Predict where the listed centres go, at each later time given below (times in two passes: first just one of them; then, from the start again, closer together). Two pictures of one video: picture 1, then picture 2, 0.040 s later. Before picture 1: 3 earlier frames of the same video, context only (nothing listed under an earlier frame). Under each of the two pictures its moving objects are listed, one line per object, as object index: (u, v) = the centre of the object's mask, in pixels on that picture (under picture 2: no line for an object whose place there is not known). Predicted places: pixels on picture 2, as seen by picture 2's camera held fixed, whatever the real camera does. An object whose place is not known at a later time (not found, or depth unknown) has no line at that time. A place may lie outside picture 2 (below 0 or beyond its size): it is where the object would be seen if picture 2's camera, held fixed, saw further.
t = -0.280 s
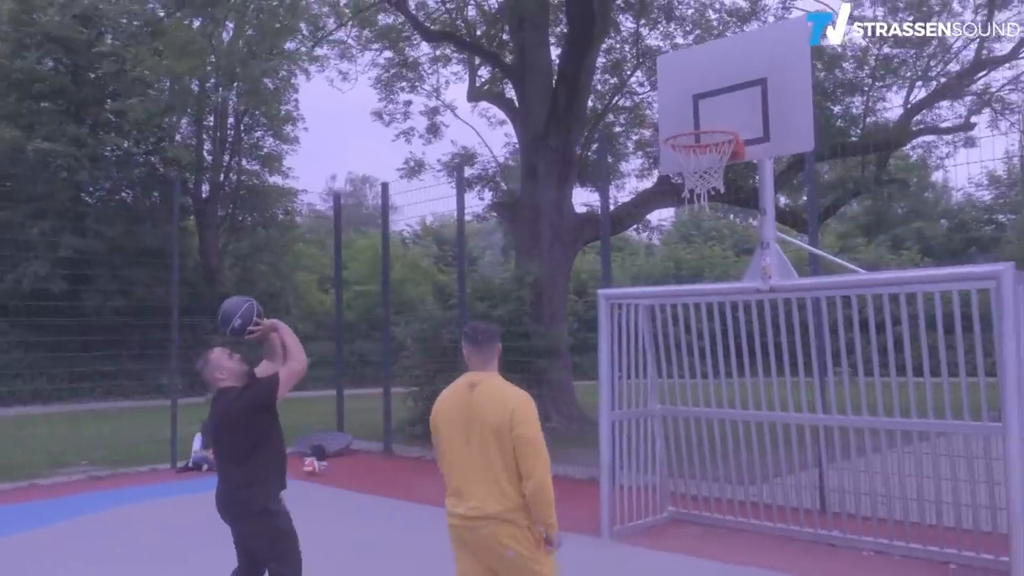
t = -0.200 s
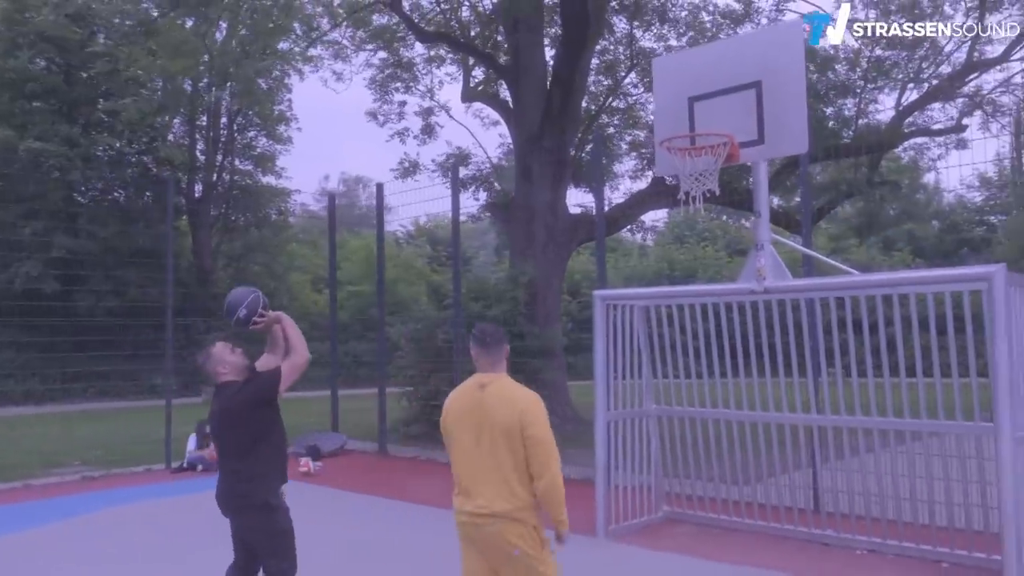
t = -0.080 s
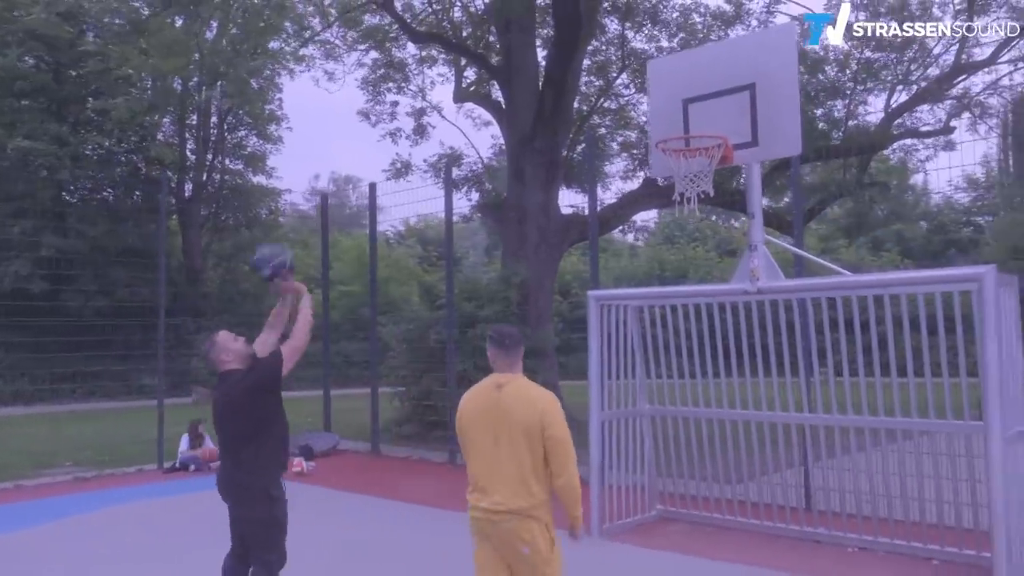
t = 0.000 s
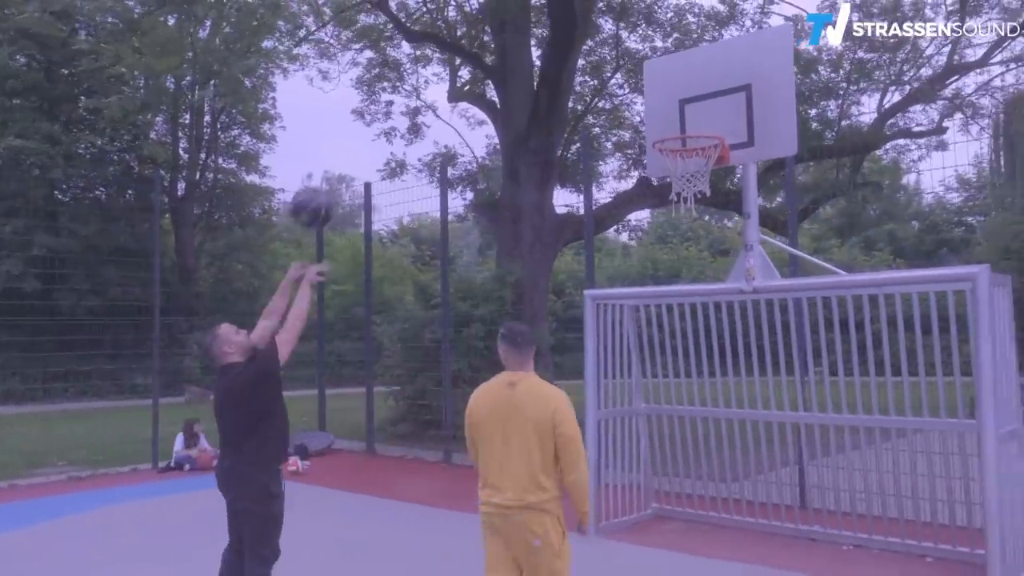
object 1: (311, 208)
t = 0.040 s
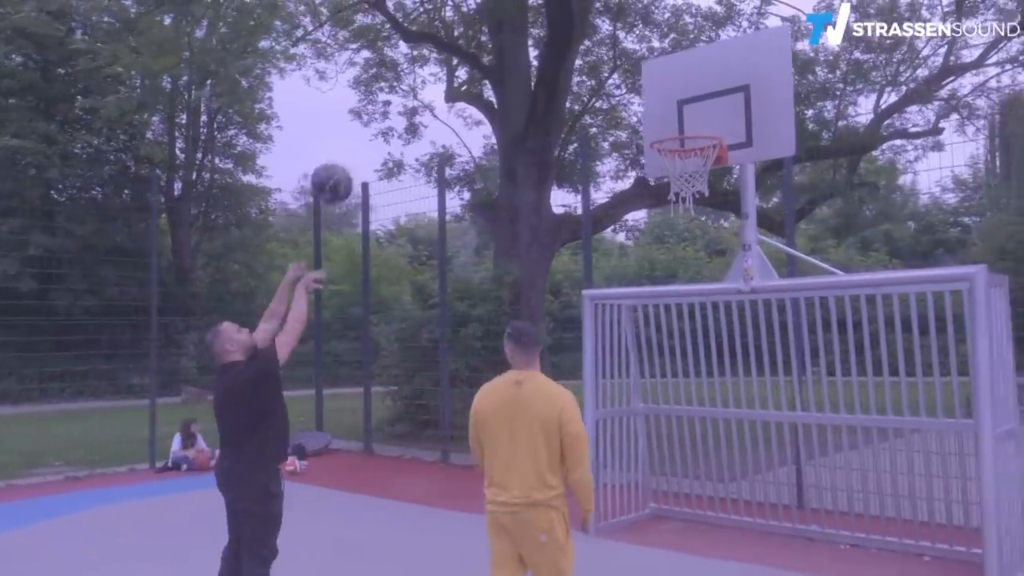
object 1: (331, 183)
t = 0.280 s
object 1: (458, 100)
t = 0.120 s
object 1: (376, 143)
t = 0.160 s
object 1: (397, 128)
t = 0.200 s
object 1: (418, 116)
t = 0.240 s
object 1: (439, 106)
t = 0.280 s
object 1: (458, 100)
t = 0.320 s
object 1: (479, 95)
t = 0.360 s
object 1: (499, 90)
